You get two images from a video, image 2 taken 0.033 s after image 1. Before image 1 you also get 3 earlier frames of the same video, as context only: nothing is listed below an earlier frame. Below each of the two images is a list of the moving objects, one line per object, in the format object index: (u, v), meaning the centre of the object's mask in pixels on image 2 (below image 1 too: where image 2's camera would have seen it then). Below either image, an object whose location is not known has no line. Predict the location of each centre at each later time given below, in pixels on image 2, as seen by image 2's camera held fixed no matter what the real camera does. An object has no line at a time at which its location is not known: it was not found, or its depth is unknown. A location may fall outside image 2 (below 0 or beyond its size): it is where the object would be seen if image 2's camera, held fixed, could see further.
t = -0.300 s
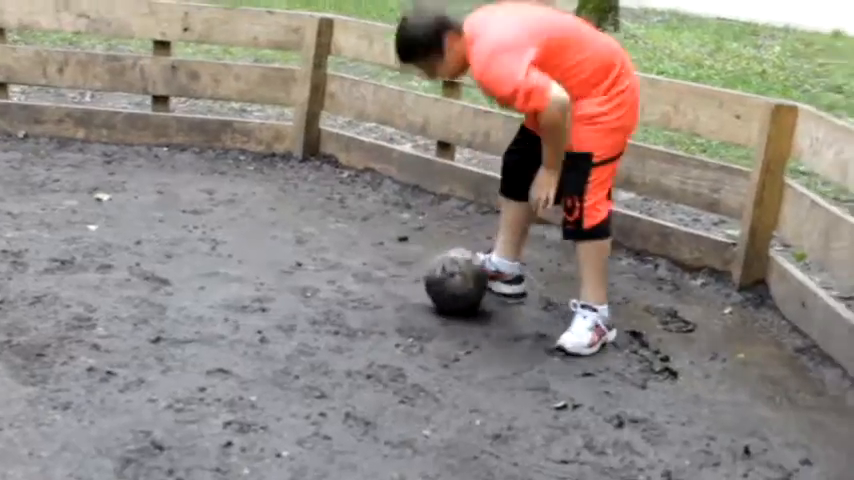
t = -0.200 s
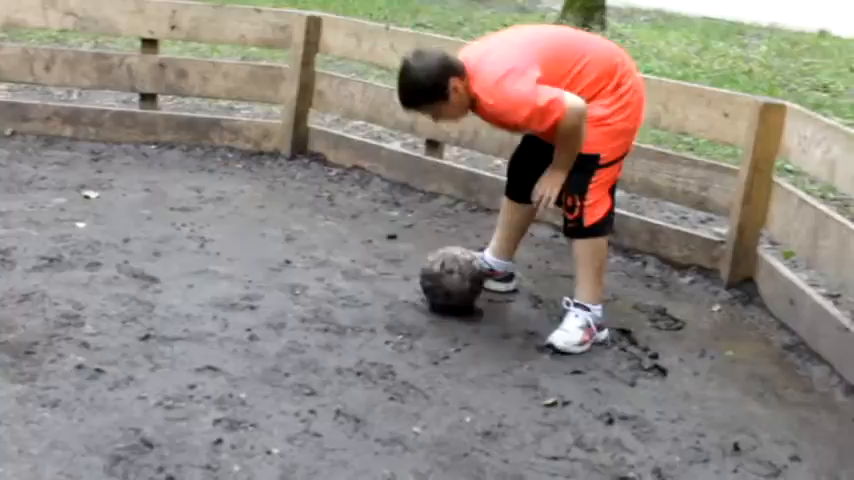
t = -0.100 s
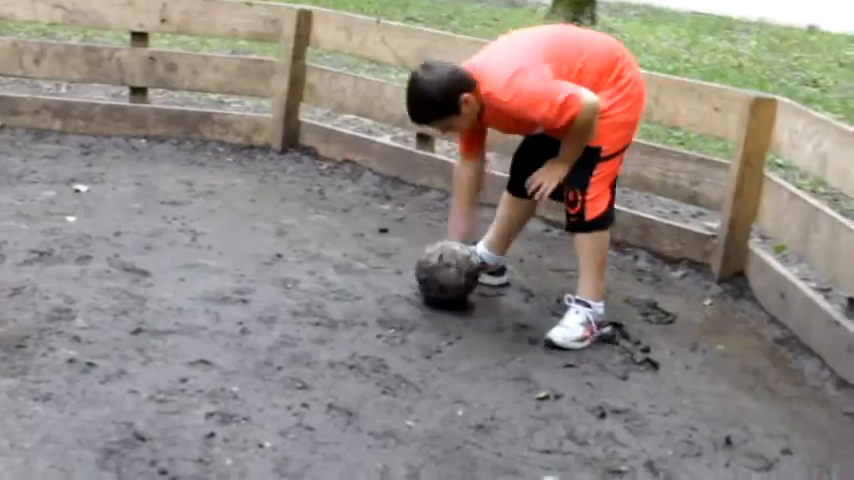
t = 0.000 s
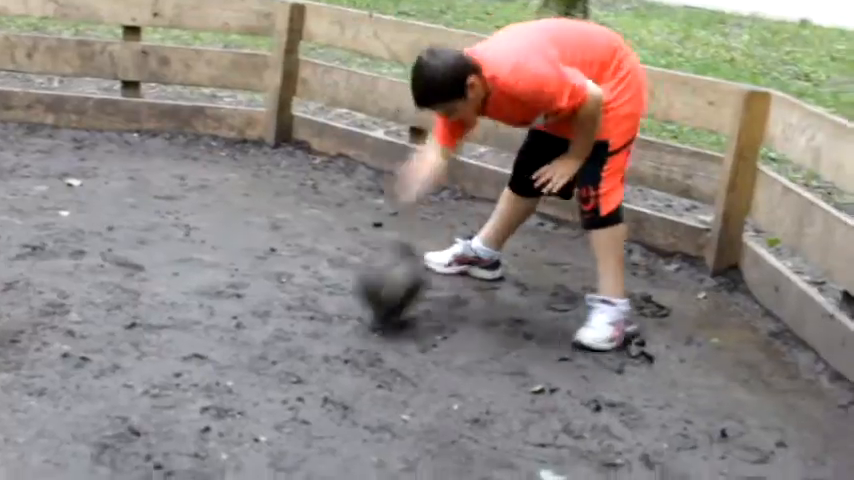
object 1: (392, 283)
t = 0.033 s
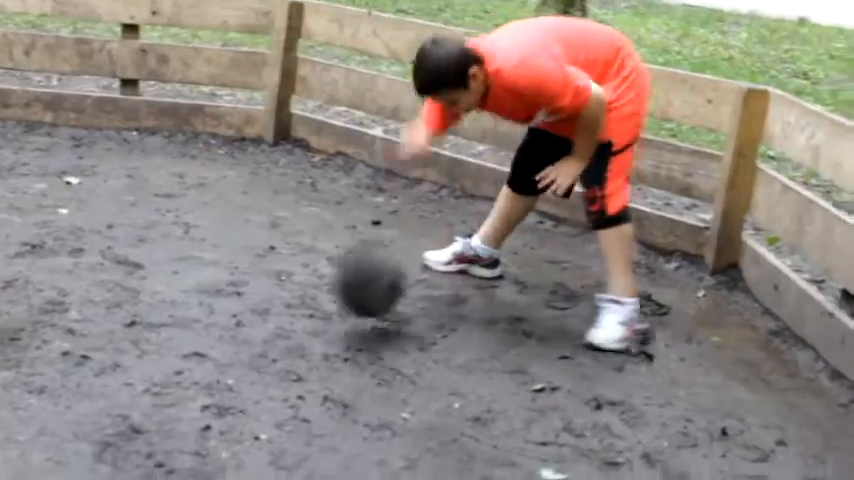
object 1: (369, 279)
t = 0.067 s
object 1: (344, 286)
